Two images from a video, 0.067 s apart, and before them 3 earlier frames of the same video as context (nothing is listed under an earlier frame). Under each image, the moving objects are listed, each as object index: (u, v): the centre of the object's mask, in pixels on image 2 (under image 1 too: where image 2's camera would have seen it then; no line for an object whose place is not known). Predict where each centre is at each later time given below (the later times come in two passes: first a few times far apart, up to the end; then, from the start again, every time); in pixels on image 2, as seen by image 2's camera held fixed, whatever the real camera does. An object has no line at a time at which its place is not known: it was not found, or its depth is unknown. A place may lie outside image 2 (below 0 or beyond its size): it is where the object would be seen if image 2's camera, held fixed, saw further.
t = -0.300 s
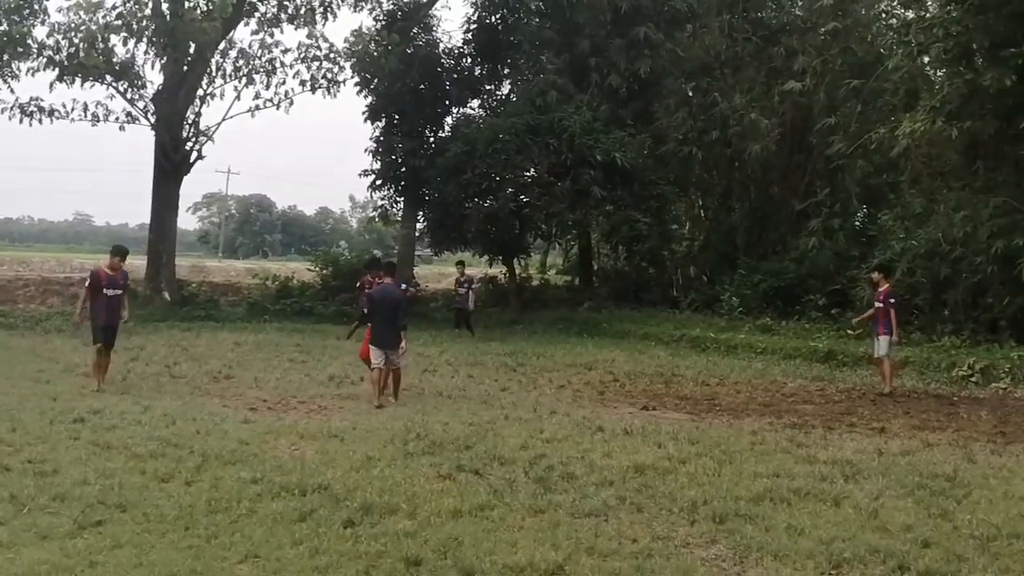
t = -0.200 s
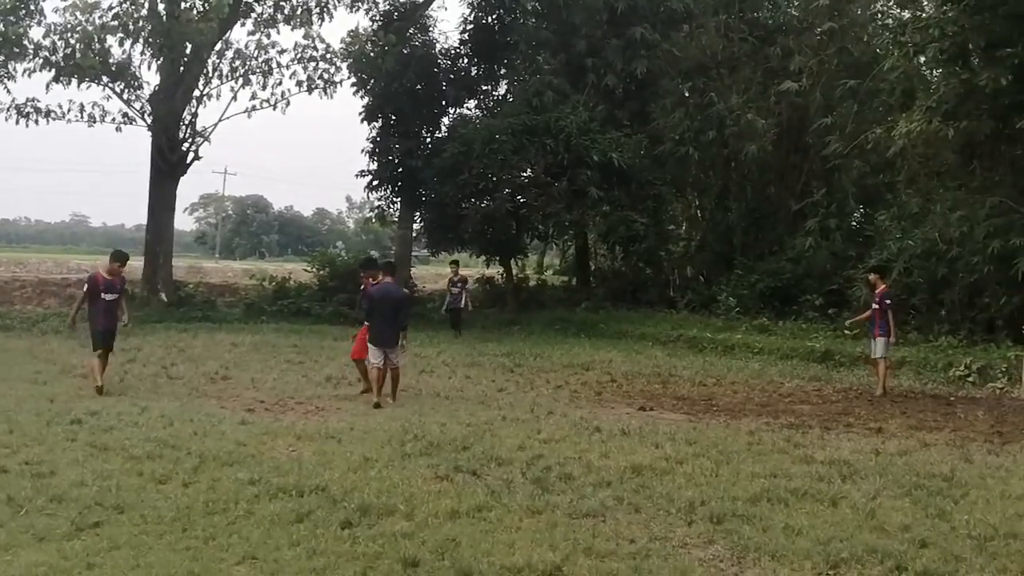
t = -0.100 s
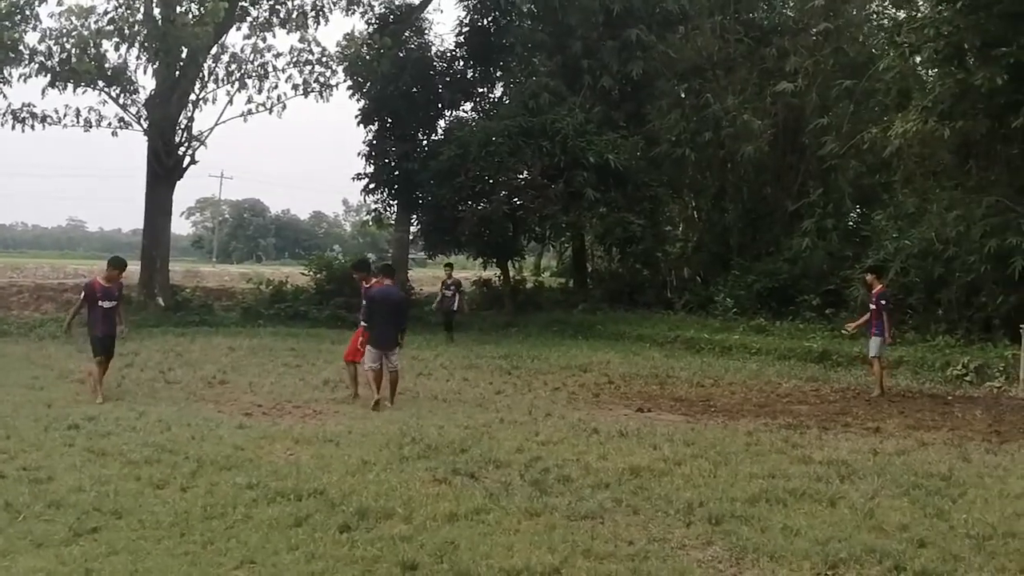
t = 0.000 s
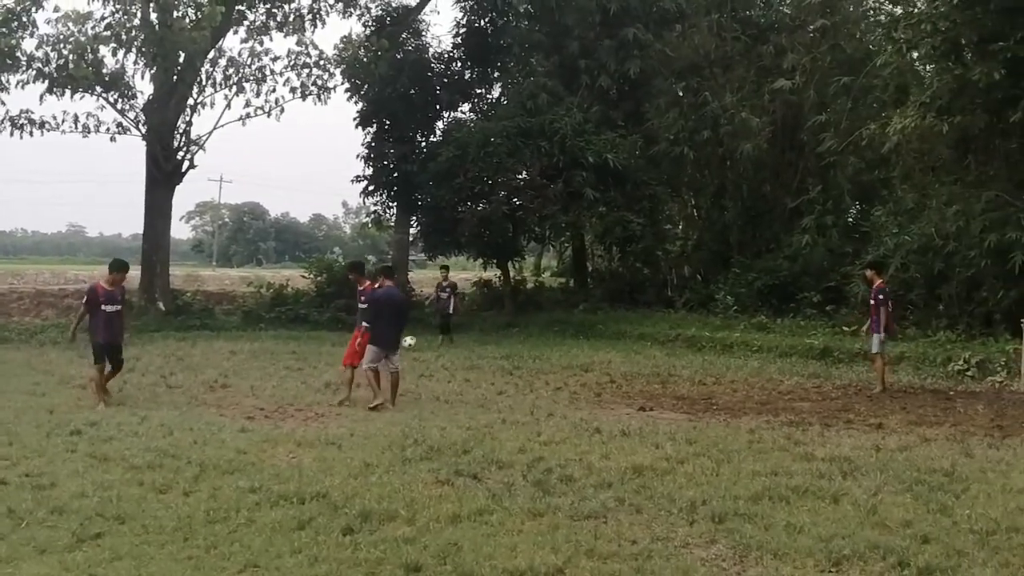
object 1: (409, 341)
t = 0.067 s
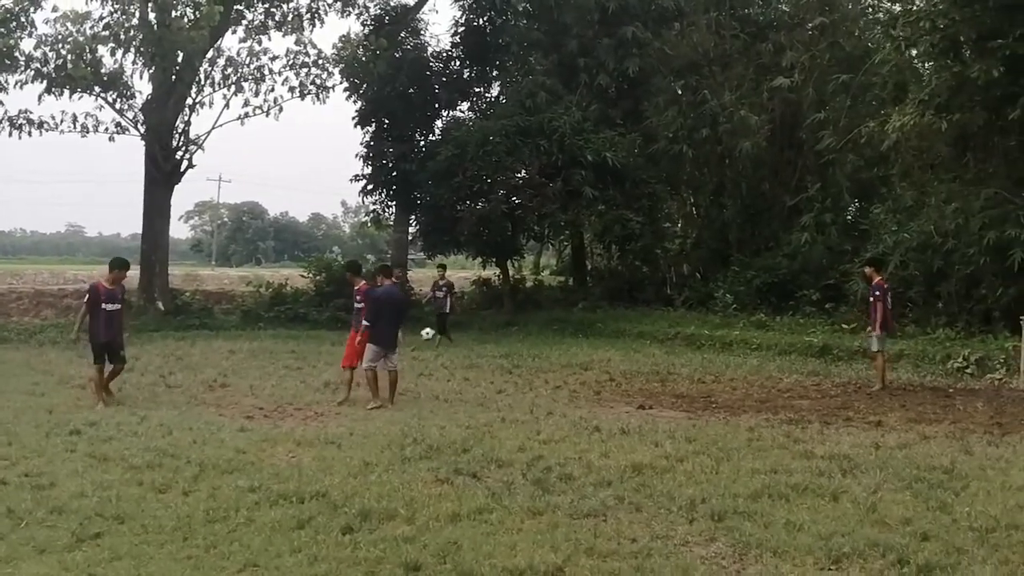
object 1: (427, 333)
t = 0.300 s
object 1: (496, 331)
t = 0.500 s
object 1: (555, 348)
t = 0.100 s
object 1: (436, 331)
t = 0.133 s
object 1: (446, 330)
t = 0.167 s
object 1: (456, 328)
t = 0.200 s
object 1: (466, 327)
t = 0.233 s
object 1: (477, 328)
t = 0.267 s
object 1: (487, 329)
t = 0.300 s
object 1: (496, 331)
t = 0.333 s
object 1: (506, 332)
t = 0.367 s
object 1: (516, 334)
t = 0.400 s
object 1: (525, 338)
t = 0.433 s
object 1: (536, 341)
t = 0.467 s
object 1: (545, 344)
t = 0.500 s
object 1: (555, 348)
